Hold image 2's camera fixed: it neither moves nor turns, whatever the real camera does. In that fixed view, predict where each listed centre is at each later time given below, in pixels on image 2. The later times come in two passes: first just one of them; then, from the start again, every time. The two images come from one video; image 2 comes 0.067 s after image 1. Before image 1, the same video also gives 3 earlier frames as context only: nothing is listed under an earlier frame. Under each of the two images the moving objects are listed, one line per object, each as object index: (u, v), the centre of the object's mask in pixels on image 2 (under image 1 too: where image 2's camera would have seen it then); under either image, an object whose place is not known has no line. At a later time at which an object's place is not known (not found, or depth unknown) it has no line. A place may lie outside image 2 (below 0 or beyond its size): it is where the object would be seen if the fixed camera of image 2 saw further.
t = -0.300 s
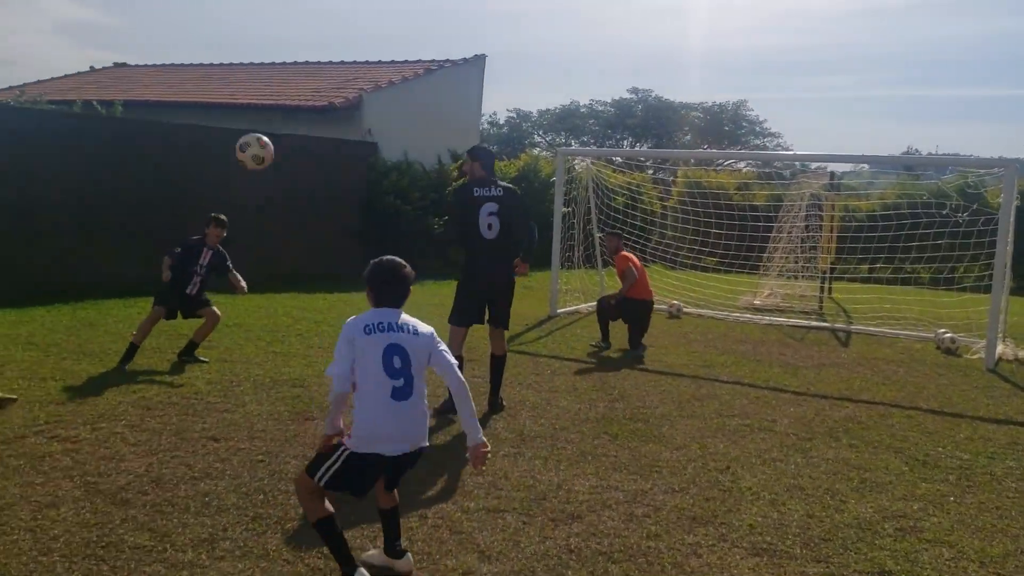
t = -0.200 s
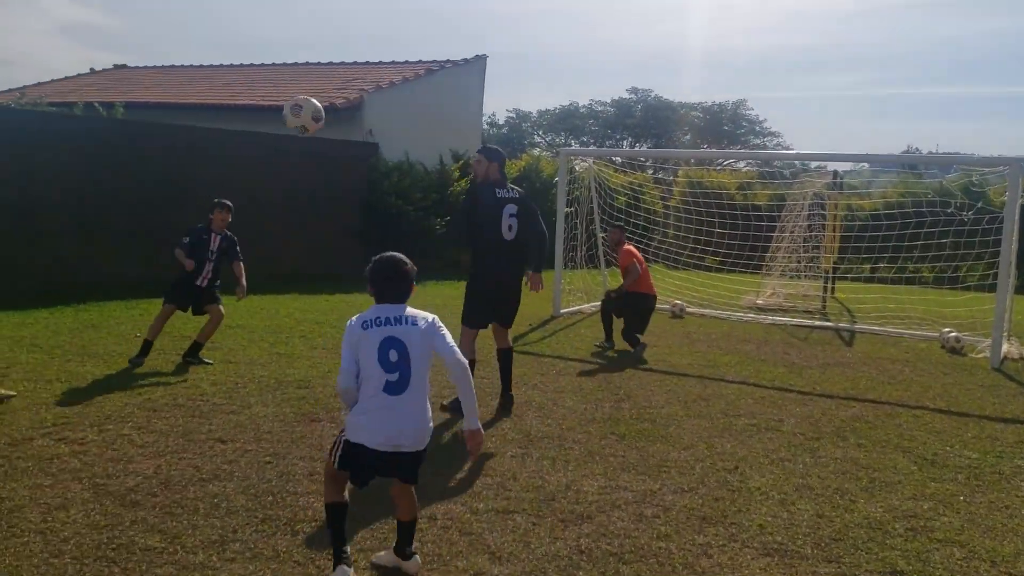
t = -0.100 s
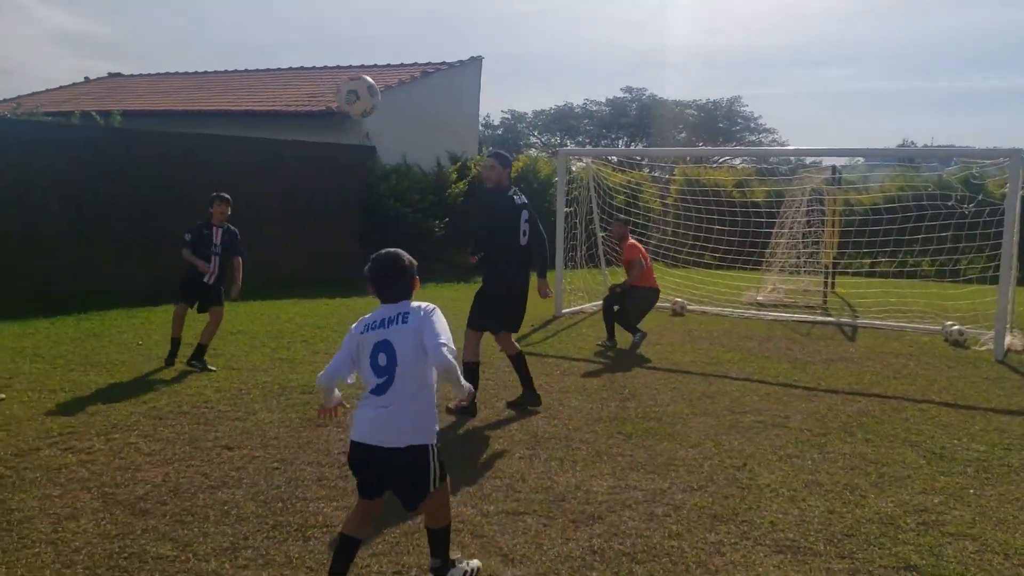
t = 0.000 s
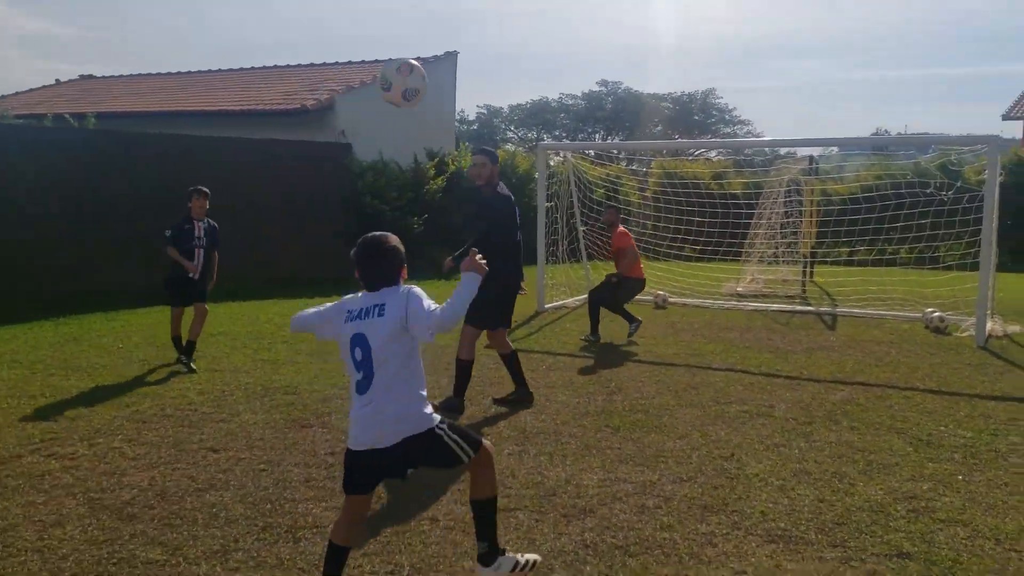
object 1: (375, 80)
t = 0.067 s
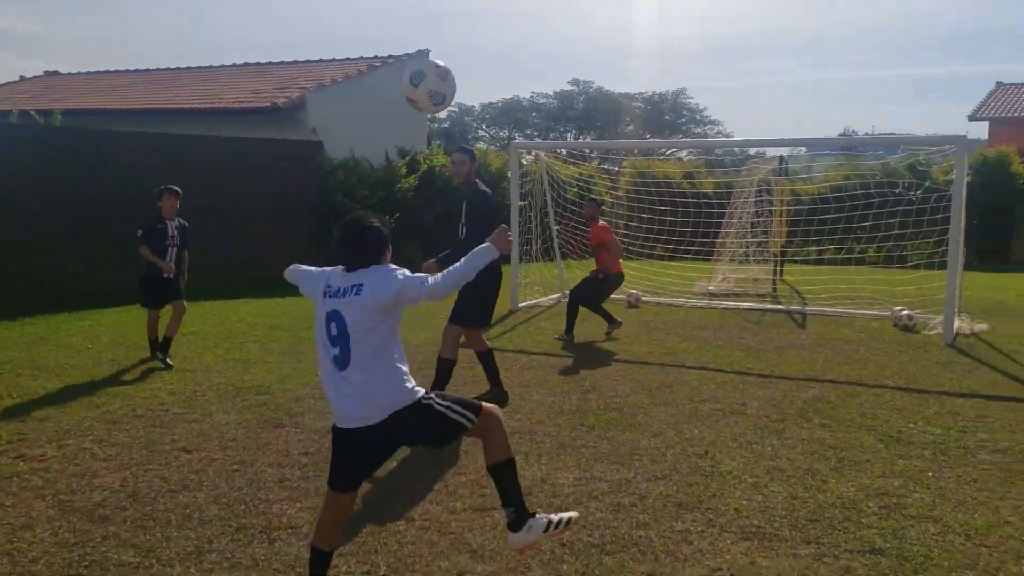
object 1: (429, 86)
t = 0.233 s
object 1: (601, 162)
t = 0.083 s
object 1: (444, 91)
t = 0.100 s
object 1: (458, 94)
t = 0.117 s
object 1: (474, 99)
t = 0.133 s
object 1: (489, 105)
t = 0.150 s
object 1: (506, 112)
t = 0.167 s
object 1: (524, 120)
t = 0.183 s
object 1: (542, 128)
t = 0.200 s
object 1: (561, 138)
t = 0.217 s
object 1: (580, 149)
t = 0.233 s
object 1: (601, 162)
